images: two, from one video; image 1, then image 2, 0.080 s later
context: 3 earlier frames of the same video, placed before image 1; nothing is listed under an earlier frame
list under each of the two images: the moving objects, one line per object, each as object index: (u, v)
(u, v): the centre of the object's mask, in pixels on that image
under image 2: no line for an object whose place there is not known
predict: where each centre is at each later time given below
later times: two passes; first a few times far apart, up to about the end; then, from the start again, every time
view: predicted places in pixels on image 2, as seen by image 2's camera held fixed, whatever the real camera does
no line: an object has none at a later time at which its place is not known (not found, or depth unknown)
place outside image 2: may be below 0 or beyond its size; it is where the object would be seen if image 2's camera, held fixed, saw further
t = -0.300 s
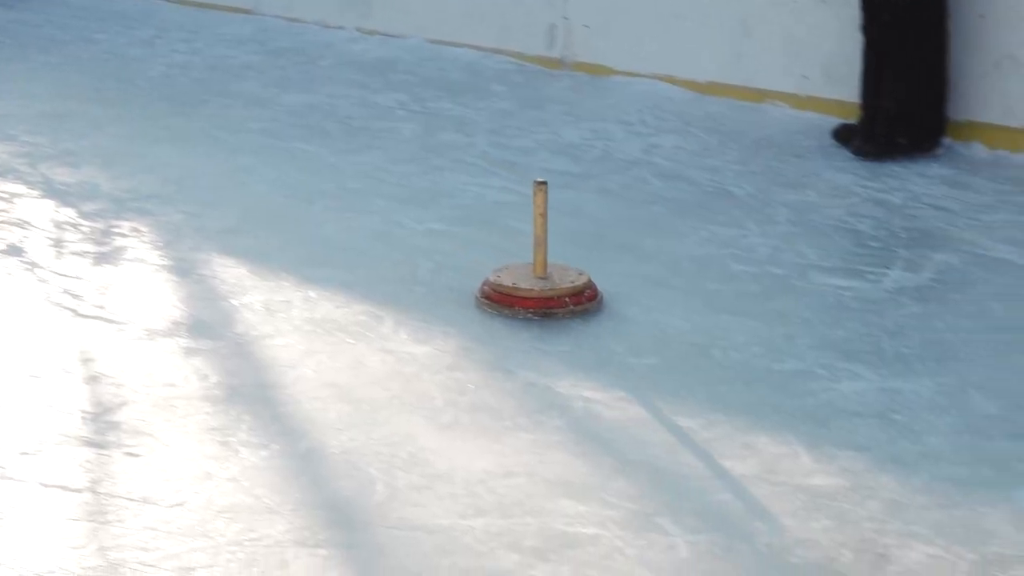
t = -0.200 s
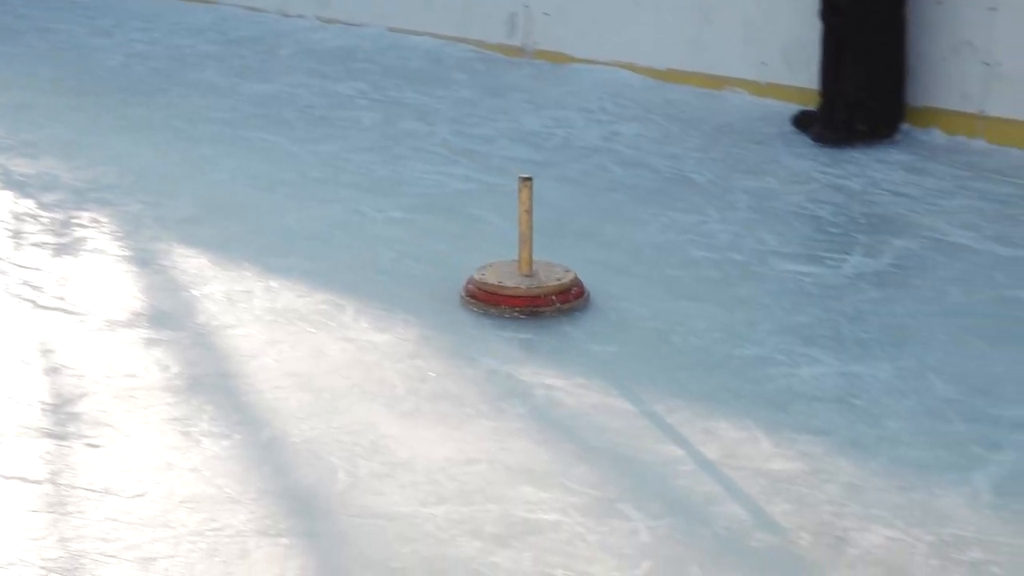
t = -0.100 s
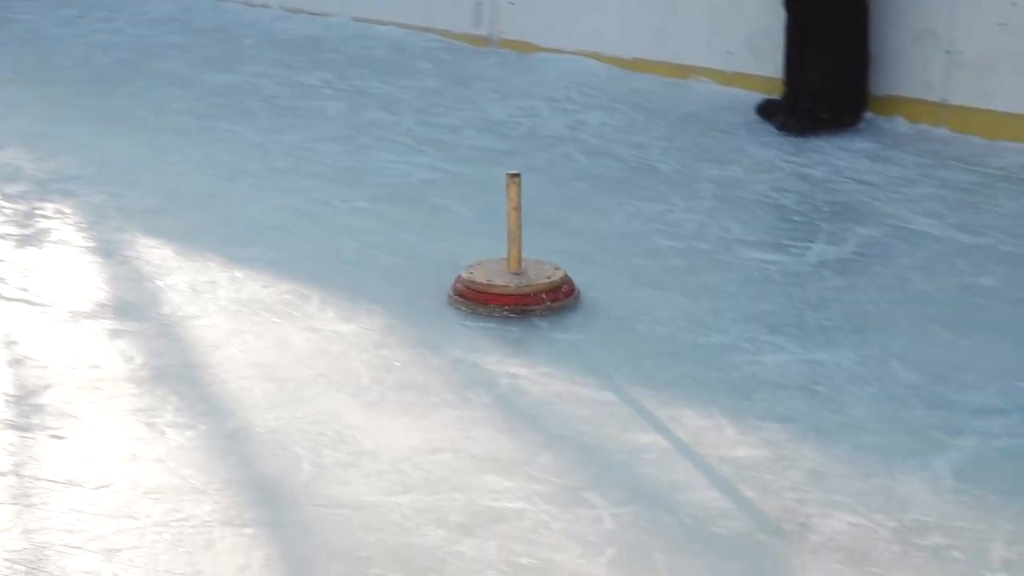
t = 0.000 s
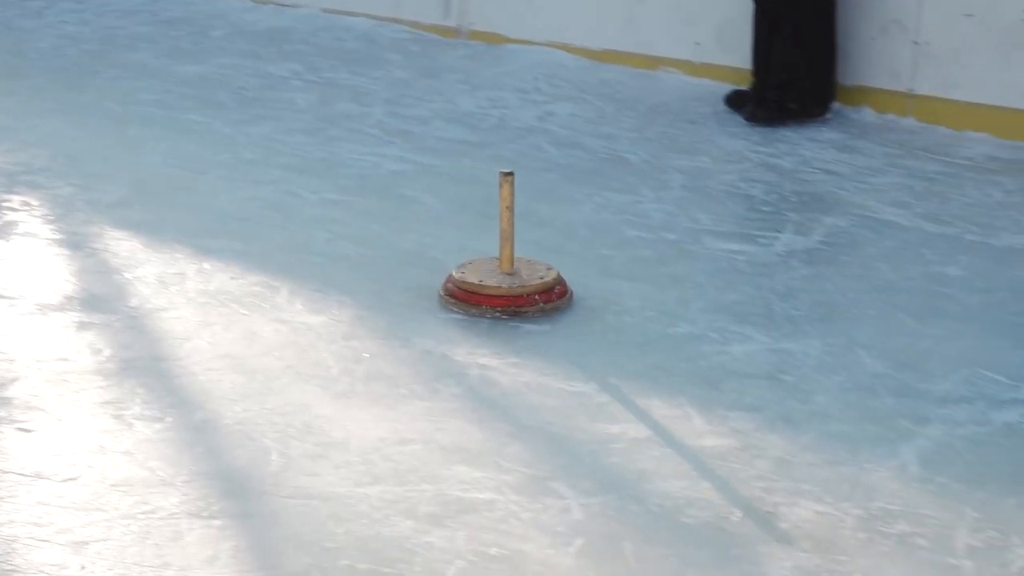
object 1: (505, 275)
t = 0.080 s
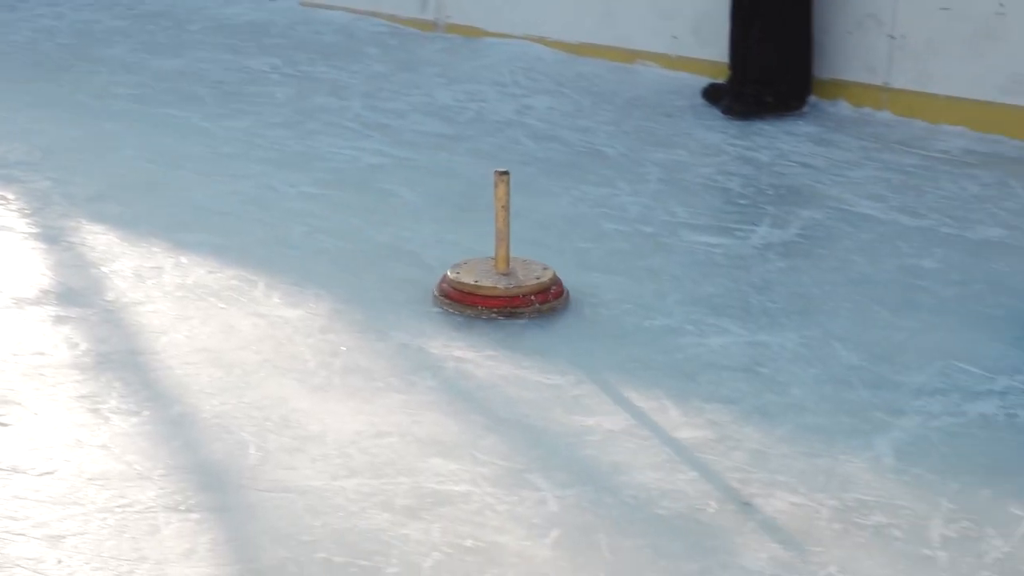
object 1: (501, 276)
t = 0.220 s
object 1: (529, 287)
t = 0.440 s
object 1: (572, 303)
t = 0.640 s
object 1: (606, 317)
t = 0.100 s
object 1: (505, 277)
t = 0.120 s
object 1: (509, 279)
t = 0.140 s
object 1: (513, 280)
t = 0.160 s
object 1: (517, 282)
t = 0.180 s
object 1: (521, 284)
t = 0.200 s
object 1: (525, 285)
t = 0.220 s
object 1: (529, 287)
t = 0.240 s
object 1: (533, 288)
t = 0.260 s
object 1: (538, 290)
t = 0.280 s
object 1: (541, 291)
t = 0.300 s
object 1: (545, 293)
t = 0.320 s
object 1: (549, 294)
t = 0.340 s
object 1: (553, 296)
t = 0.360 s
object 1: (557, 297)
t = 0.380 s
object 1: (561, 299)
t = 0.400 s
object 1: (565, 300)
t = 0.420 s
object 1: (568, 302)
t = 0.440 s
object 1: (572, 303)
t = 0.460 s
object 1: (575, 305)
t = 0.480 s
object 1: (579, 306)
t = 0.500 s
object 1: (583, 308)
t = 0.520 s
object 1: (586, 309)
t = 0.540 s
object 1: (590, 310)
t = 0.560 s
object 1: (593, 311)
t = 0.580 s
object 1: (597, 313)
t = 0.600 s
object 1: (600, 314)
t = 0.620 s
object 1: (603, 315)
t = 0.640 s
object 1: (606, 317)
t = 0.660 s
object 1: (609, 318)
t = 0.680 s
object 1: (612, 319)
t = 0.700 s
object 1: (615, 320)
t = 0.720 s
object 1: (618, 322)
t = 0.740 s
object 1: (621, 323)
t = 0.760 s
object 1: (623, 324)
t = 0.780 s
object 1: (626, 325)
